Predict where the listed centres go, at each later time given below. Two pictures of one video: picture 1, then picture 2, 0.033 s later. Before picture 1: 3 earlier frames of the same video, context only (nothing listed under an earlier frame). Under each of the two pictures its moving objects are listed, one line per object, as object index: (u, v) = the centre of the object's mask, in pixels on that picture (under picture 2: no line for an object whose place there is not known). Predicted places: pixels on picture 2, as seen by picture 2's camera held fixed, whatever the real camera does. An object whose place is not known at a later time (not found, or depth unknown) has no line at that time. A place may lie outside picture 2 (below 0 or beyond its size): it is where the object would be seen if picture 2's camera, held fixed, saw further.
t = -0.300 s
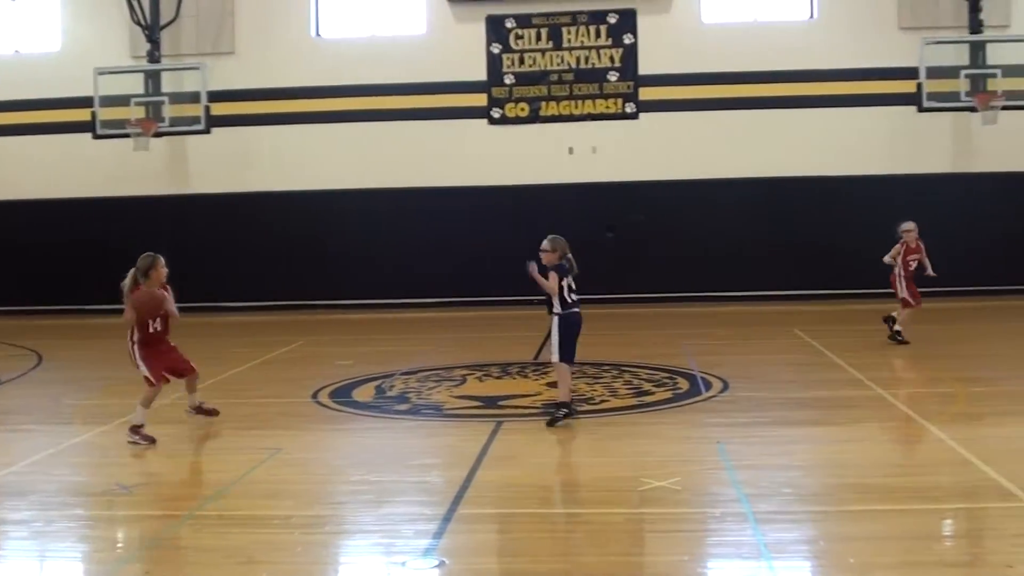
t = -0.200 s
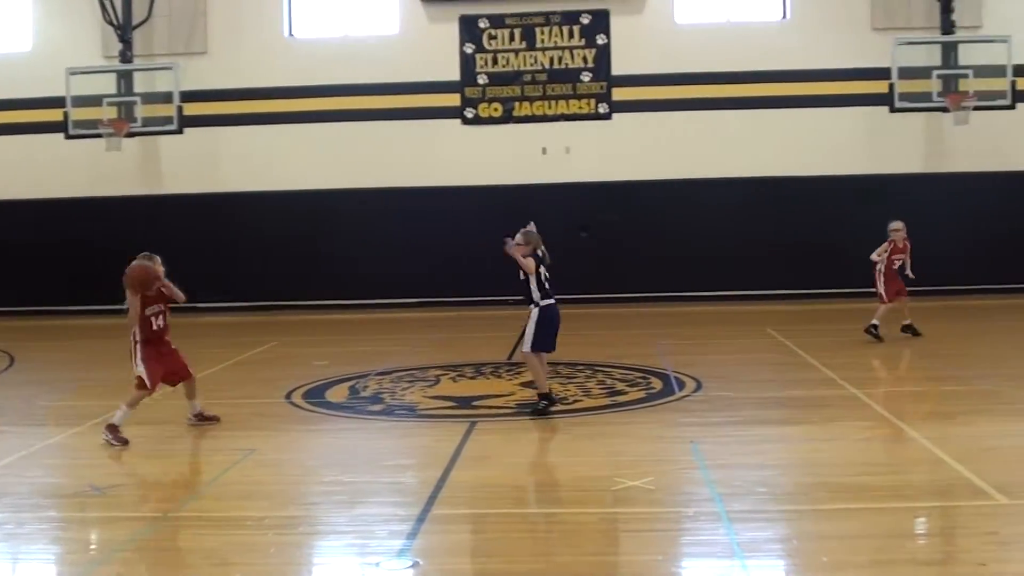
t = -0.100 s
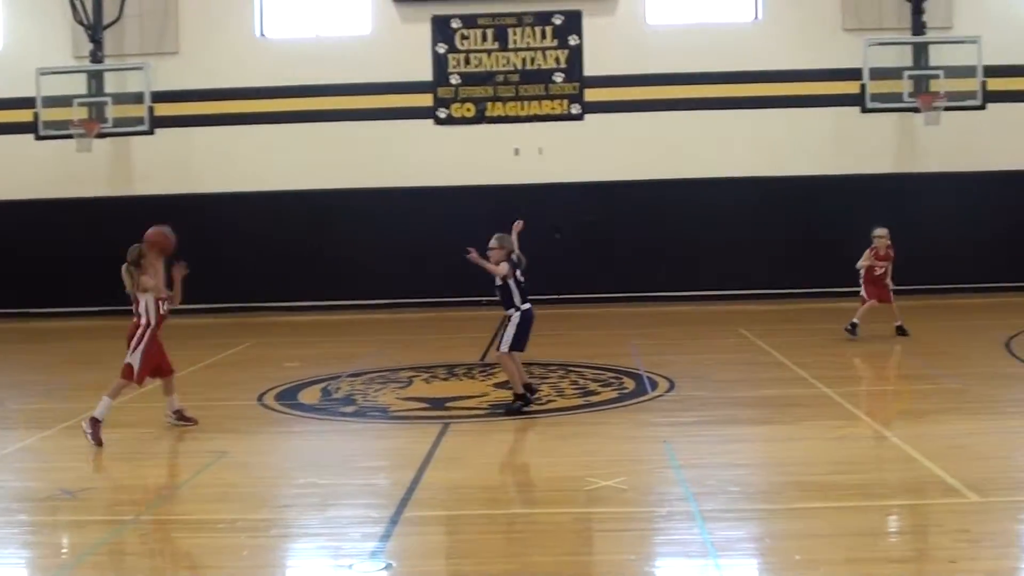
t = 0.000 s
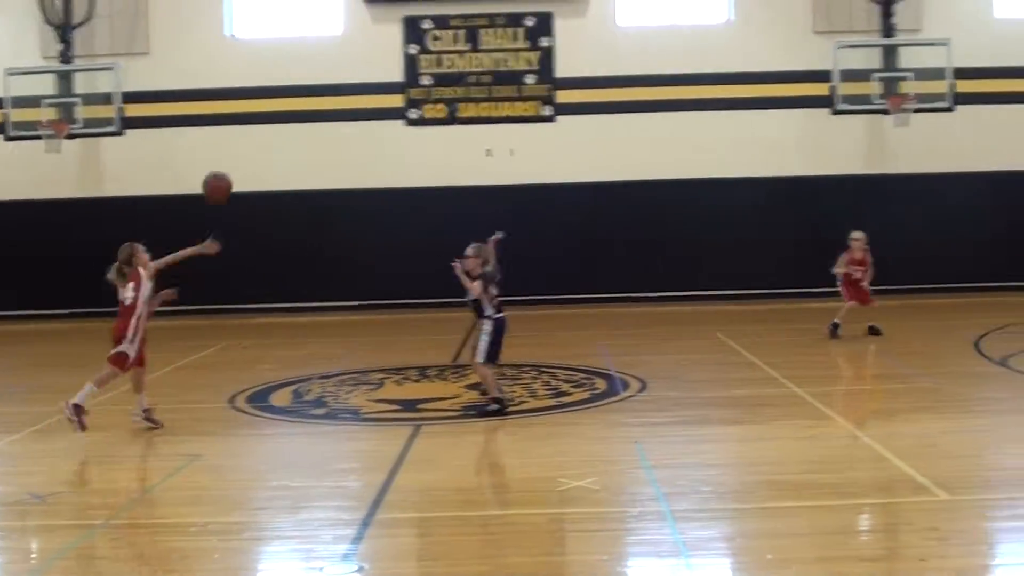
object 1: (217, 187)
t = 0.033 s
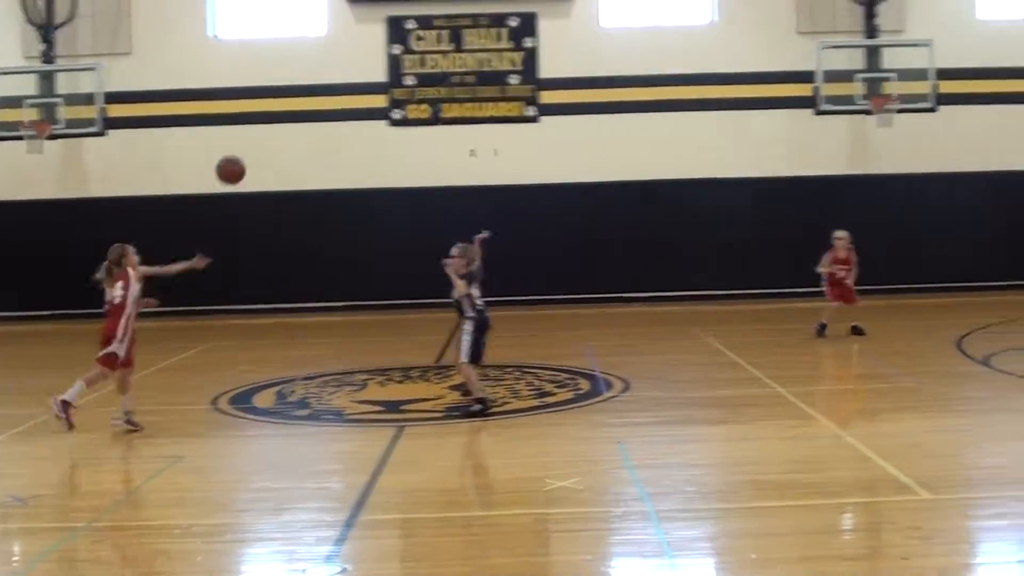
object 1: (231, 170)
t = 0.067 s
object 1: (253, 156)
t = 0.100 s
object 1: (274, 144)
